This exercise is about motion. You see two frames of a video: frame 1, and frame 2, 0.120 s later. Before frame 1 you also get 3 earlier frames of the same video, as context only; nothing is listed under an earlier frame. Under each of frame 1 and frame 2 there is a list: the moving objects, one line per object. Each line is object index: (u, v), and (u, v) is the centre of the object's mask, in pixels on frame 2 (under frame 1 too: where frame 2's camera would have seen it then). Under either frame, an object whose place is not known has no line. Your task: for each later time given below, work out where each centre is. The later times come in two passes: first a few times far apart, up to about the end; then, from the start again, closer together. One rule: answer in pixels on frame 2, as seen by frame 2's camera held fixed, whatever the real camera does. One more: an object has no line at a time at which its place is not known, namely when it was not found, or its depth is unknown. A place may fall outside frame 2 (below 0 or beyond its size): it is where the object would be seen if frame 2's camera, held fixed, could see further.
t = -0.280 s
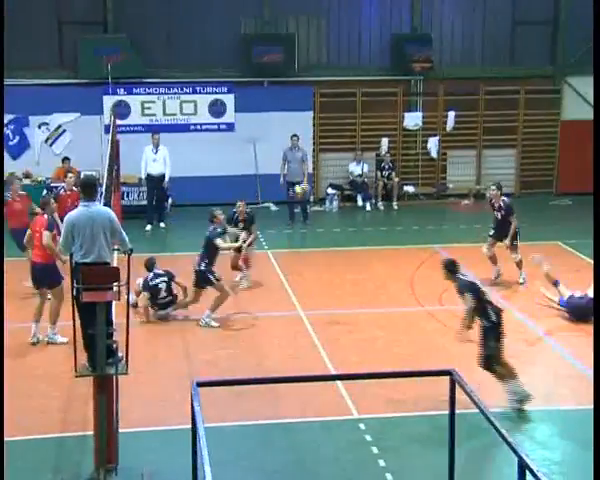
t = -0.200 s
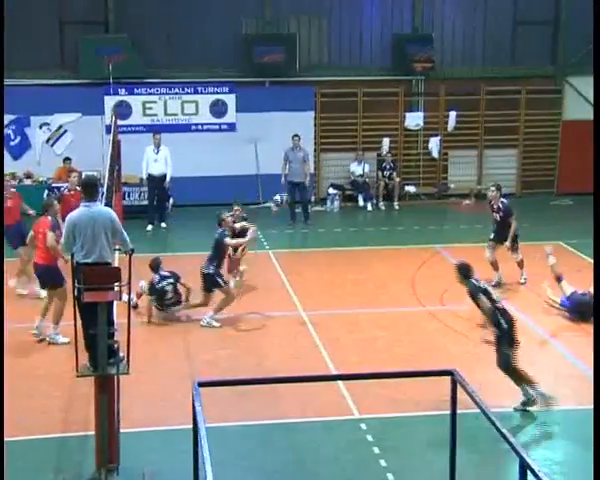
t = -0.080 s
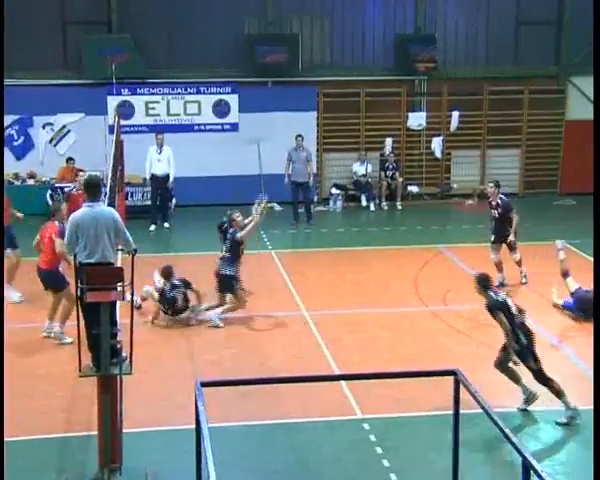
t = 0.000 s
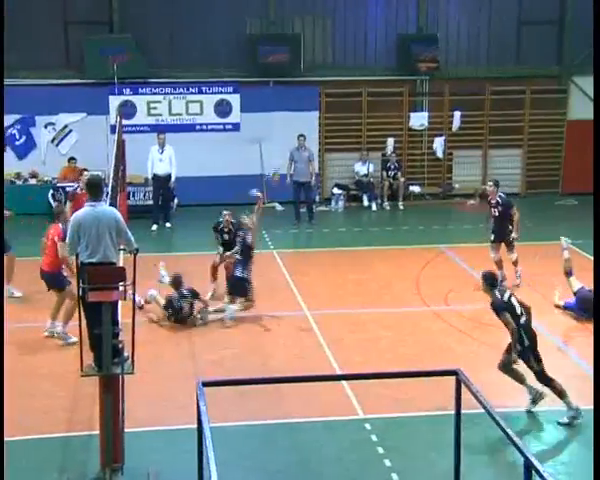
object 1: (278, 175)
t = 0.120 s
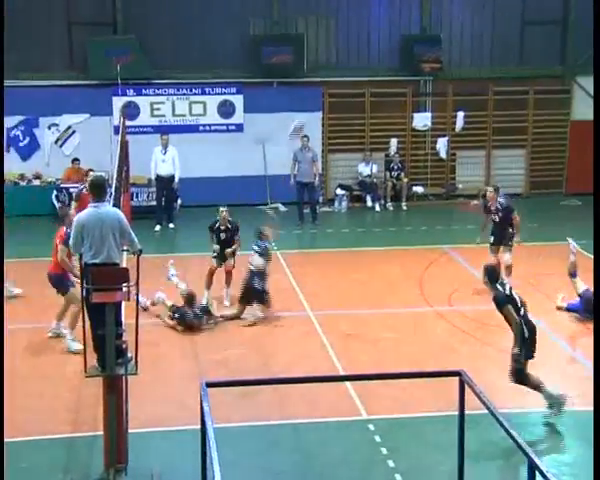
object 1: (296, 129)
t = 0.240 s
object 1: (316, 93)
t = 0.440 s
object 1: (352, 60)
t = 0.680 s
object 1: (393, 59)
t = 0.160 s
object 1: (304, 115)
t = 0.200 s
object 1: (310, 103)
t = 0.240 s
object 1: (316, 93)
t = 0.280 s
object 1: (323, 83)
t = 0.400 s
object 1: (346, 63)
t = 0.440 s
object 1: (352, 60)
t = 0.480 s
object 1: (358, 57)
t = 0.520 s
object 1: (364, 55)
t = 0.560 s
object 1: (372, 53)
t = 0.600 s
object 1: (378, 54)
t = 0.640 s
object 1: (386, 55)
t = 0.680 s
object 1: (393, 59)
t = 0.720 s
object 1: (399, 61)
